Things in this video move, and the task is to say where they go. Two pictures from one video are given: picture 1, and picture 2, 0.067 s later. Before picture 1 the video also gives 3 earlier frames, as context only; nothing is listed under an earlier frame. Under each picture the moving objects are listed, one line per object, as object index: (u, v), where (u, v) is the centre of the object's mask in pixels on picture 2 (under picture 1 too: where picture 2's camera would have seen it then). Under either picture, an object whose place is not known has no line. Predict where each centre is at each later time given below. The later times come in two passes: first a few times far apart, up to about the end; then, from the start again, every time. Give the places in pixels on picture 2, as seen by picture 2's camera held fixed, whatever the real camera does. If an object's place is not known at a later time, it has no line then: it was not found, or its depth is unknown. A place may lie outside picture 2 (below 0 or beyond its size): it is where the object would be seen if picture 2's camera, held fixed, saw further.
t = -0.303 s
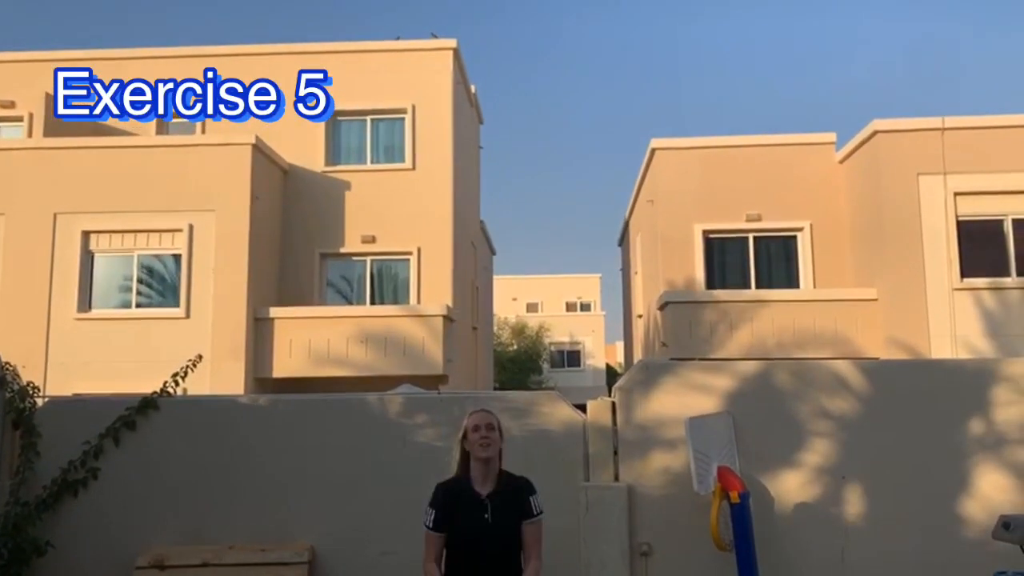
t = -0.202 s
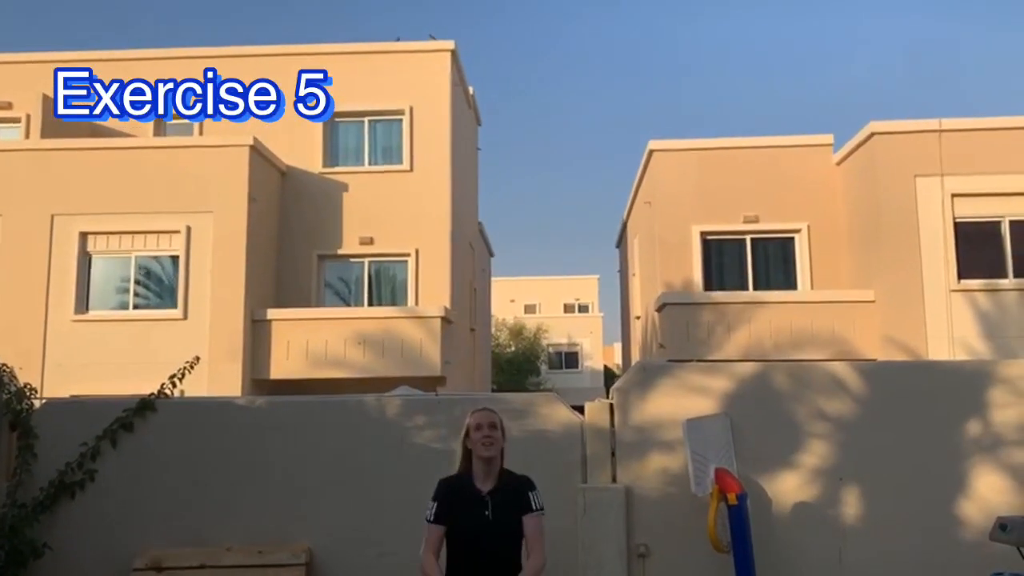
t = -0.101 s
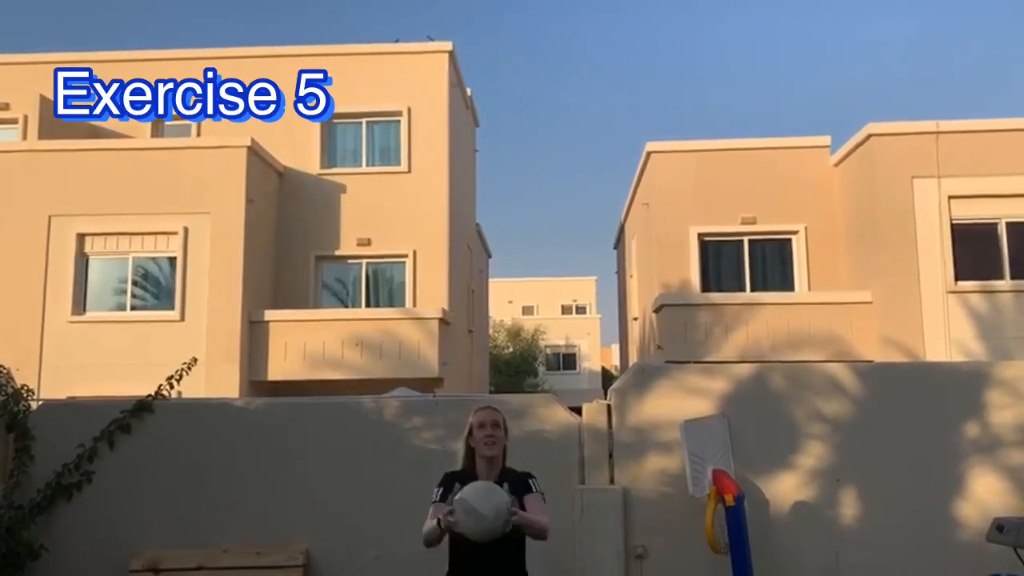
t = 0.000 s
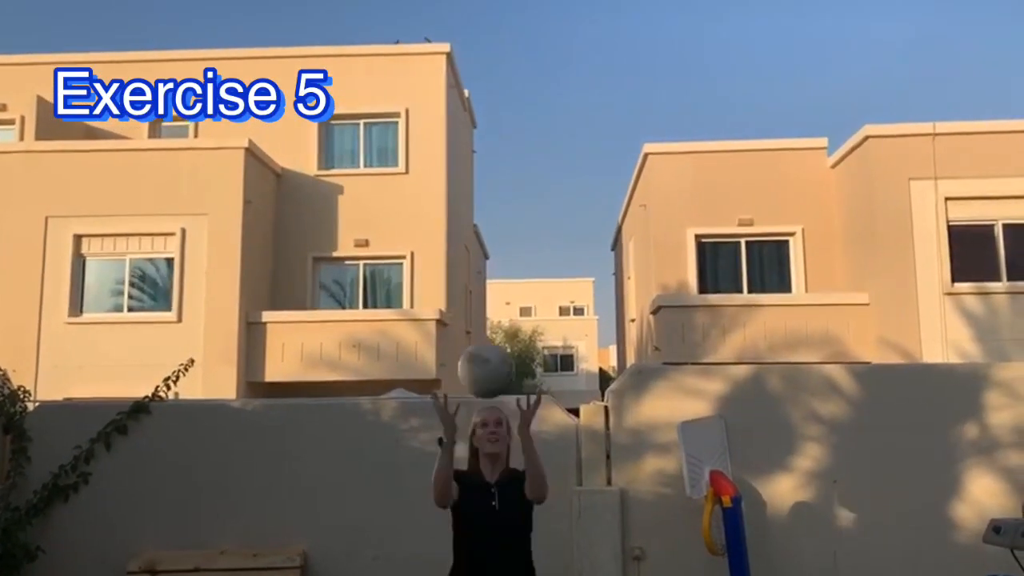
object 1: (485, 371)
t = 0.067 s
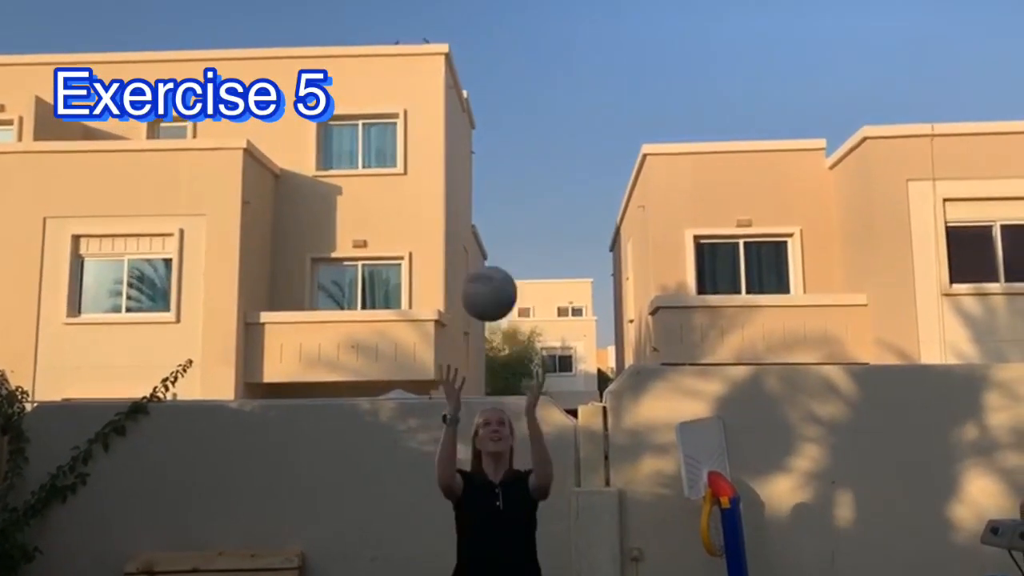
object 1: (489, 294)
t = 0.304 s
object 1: (503, 128)
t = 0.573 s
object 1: (520, 113)
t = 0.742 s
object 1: (530, 195)
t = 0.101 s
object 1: (491, 260)
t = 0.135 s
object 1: (493, 230)
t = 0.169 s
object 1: (496, 204)
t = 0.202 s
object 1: (498, 180)
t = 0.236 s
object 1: (499, 160)
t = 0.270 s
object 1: (501, 142)
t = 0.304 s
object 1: (503, 128)
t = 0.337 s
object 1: (505, 116)
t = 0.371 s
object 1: (507, 107)
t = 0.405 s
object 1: (509, 102)
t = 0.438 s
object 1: (511, 99)
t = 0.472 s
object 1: (513, 98)
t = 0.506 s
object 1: (515, 101)
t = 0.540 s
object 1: (517, 106)
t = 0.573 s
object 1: (520, 113)
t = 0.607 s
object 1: (522, 124)
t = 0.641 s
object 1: (524, 138)
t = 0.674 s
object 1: (526, 154)
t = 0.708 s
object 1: (528, 173)
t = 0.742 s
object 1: (530, 195)
